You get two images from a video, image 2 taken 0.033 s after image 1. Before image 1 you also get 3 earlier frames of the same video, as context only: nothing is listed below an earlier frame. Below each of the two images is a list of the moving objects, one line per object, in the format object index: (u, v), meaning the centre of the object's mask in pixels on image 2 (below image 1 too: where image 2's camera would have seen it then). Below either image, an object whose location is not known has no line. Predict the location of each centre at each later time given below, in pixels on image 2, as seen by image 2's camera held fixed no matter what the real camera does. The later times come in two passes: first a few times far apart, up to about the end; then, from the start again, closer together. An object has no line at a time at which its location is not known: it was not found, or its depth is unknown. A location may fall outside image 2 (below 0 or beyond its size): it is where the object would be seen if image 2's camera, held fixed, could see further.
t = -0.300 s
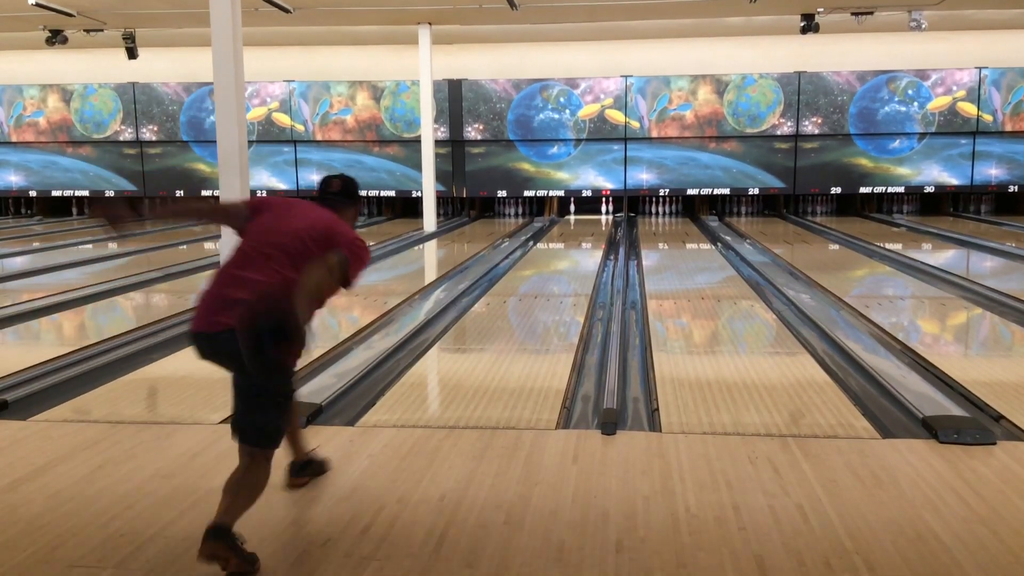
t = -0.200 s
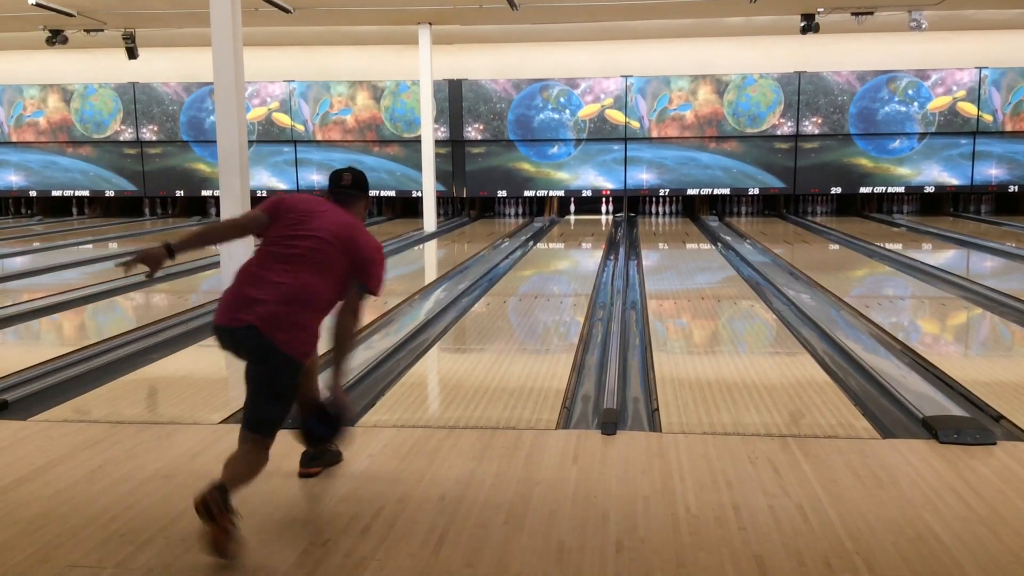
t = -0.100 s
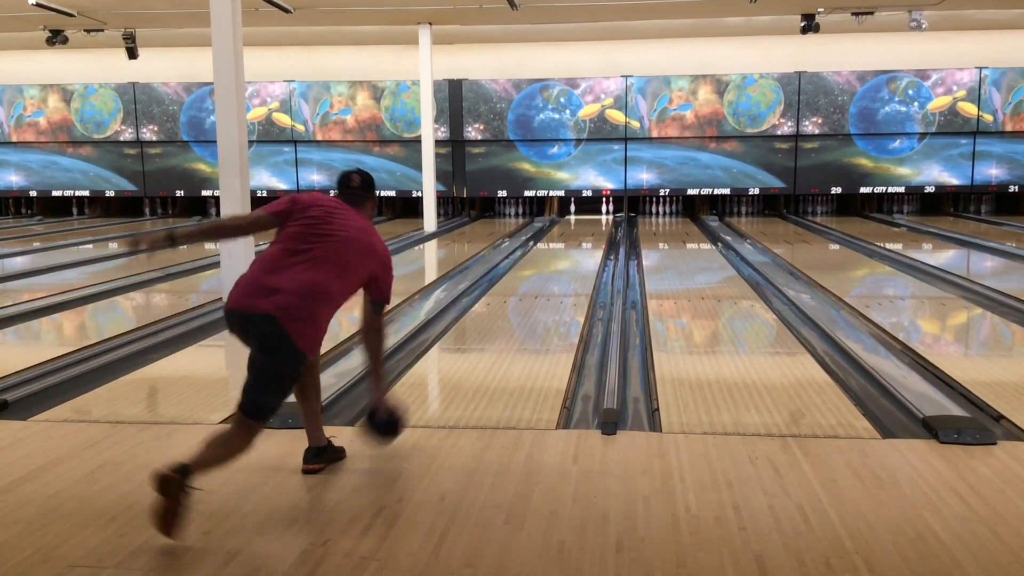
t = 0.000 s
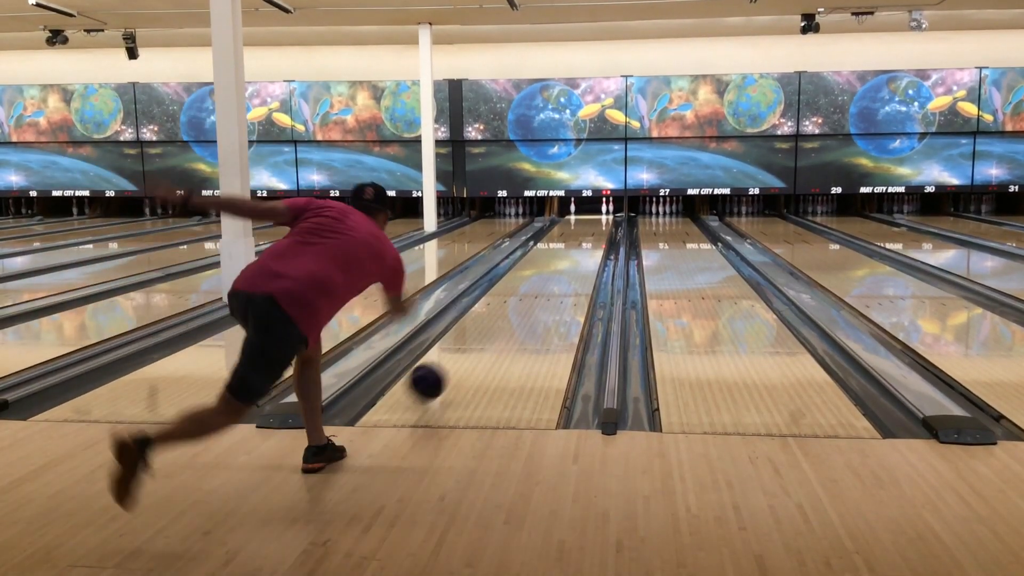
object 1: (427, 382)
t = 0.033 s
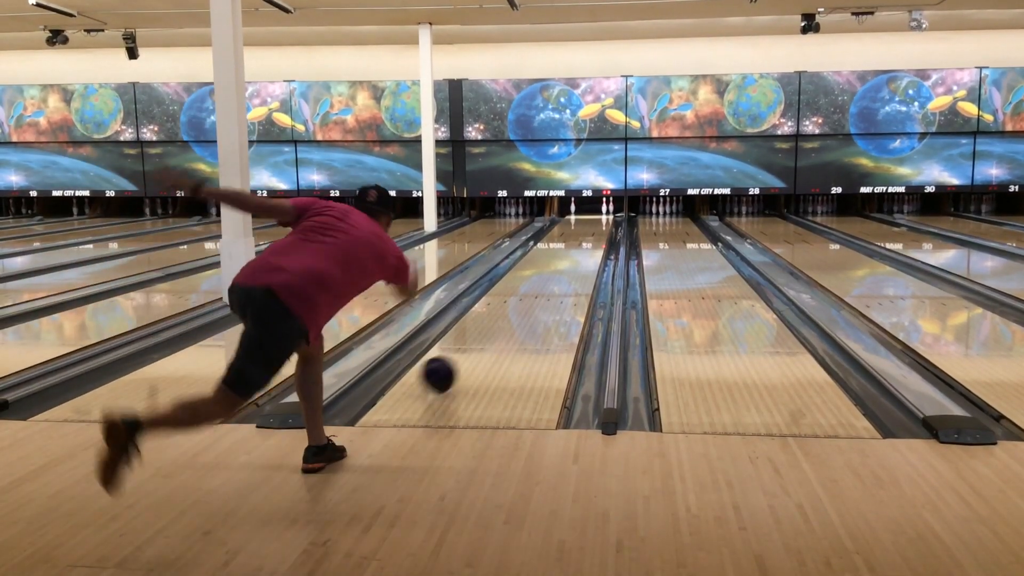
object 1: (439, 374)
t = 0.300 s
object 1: (503, 314)
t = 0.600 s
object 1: (542, 276)
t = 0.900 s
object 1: (567, 253)
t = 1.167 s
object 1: (582, 238)
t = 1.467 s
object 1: (594, 227)
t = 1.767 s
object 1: (603, 219)
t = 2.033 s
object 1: (609, 213)
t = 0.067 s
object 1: (449, 367)
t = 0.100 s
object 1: (460, 356)
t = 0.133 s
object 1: (468, 348)
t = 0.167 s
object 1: (476, 340)
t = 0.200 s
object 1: (484, 333)
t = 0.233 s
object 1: (491, 327)
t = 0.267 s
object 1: (497, 320)
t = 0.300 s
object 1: (503, 314)
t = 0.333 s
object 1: (508, 309)
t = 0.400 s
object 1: (519, 299)
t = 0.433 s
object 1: (523, 295)
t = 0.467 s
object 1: (527, 290)
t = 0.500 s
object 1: (531, 286)
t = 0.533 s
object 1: (536, 283)
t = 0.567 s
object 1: (539, 279)
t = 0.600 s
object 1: (542, 276)
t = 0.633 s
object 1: (546, 273)
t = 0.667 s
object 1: (549, 270)
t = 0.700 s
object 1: (552, 267)
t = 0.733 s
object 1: (555, 264)
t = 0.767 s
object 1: (558, 262)
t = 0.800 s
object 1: (560, 259)
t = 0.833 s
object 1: (562, 257)
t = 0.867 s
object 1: (565, 255)
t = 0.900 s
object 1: (567, 253)
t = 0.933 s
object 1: (569, 251)
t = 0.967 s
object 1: (571, 249)
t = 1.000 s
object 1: (573, 247)
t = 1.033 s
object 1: (575, 245)
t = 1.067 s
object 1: (577, 243)
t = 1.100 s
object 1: (579, 241)
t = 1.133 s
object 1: (580, 240)
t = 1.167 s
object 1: (582, 238)
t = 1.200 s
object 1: (584, 237)
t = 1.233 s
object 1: (585, 235)
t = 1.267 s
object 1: (587, 234)
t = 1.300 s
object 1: (588, 233)
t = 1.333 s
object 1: (590, 231)
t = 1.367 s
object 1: (591, 230)
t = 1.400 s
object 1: (592, 229)
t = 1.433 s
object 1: (593, 228)
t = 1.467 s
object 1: (594, 227)
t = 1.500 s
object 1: (595, 226)
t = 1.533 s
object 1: (596, 225)
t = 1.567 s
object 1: (598, 224)
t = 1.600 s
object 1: (599, 222)
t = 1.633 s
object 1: (600, 222)
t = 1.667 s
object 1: (601, 220)
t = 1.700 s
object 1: (601, 220)
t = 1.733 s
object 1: (602, 219)
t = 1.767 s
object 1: (603, 219)
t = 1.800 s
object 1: (604, 218)
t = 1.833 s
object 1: (605, 217)
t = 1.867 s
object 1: (606, 216)
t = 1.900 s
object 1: (606, 216)
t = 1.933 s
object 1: (607, 215)
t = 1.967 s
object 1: (607, 214)
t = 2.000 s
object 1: (608, 213)
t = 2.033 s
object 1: (609, 213)
